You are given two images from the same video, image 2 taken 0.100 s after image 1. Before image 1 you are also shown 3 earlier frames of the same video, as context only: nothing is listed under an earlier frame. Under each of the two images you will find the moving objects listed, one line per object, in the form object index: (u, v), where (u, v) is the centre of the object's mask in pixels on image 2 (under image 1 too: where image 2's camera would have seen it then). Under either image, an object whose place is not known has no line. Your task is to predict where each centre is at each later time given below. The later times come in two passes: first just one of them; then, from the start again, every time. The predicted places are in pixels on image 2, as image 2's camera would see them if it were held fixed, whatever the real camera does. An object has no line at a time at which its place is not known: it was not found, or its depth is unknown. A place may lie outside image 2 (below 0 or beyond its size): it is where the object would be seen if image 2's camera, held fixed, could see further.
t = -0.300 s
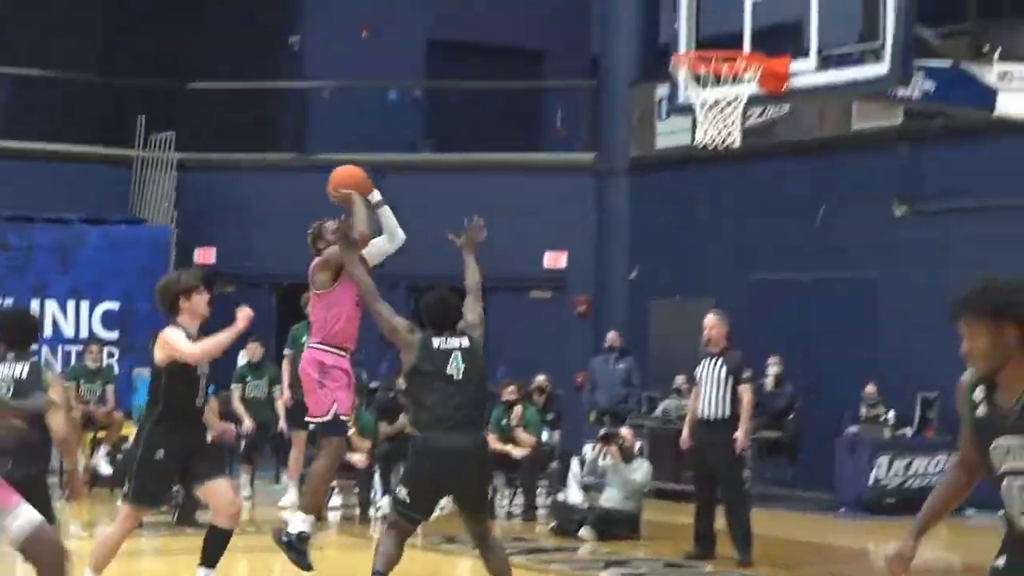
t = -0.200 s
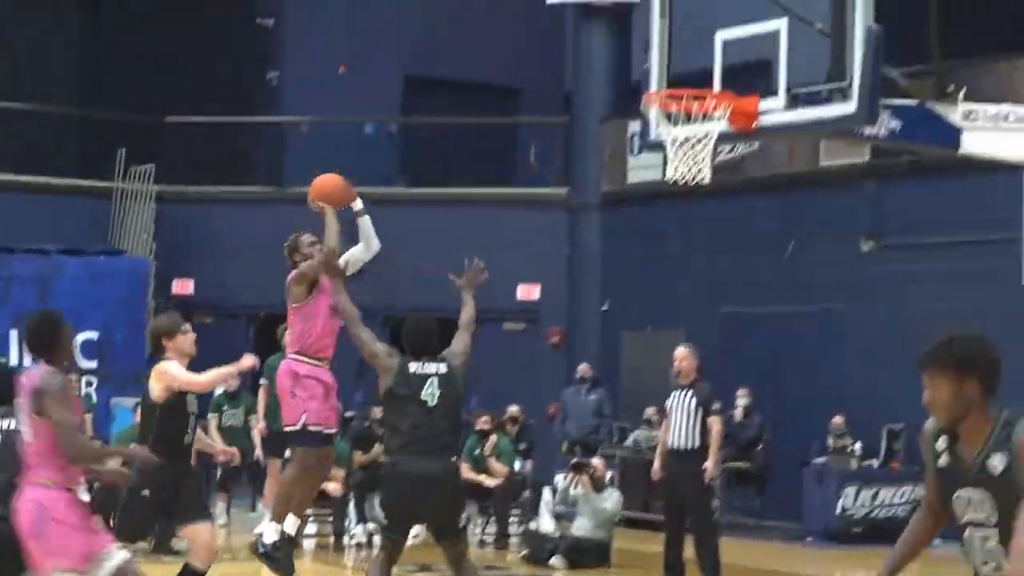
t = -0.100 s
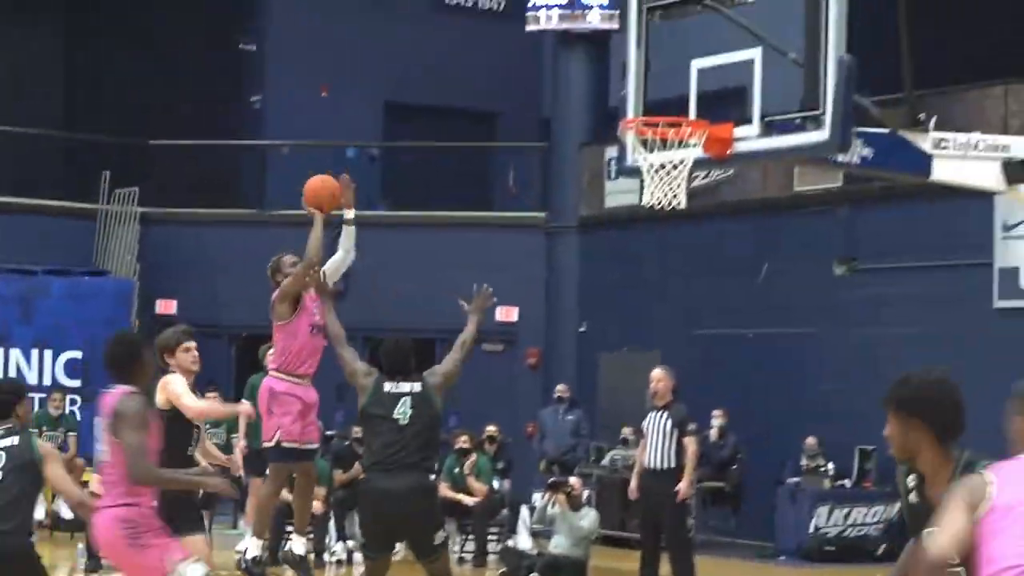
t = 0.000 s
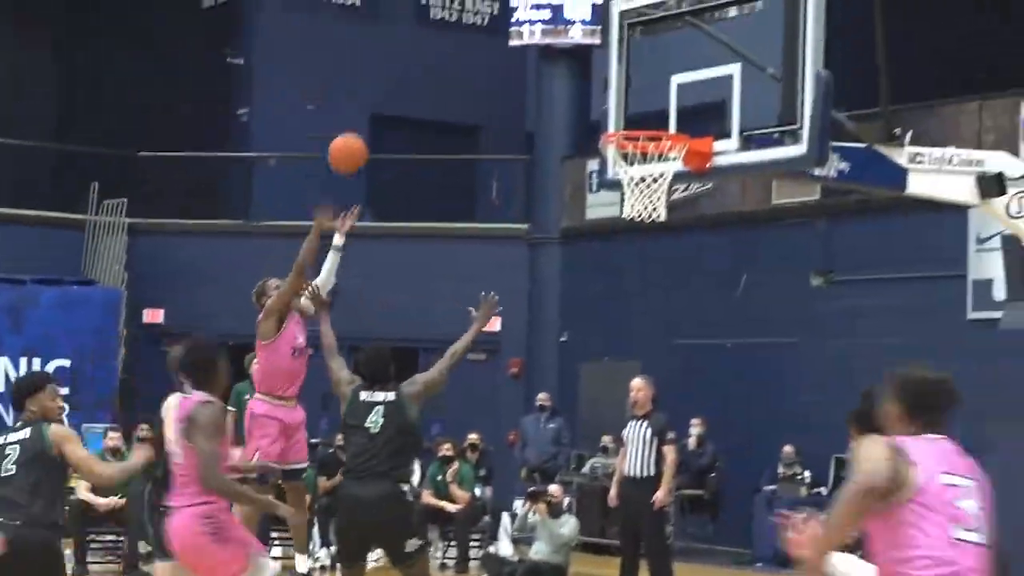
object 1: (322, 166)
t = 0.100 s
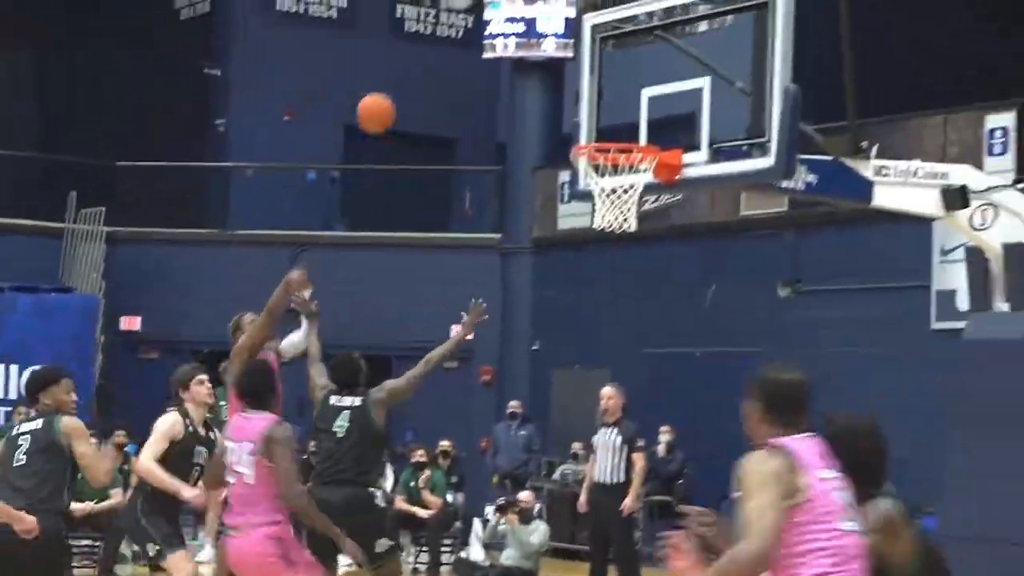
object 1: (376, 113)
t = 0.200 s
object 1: (428, 77)
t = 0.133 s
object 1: (393, 99)
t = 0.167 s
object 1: (411, 87)
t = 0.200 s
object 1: (428, 77)
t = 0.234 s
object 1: (447, 67)
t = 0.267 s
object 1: (465, 60)
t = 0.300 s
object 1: (482, 55)
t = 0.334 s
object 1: (500, 51)
